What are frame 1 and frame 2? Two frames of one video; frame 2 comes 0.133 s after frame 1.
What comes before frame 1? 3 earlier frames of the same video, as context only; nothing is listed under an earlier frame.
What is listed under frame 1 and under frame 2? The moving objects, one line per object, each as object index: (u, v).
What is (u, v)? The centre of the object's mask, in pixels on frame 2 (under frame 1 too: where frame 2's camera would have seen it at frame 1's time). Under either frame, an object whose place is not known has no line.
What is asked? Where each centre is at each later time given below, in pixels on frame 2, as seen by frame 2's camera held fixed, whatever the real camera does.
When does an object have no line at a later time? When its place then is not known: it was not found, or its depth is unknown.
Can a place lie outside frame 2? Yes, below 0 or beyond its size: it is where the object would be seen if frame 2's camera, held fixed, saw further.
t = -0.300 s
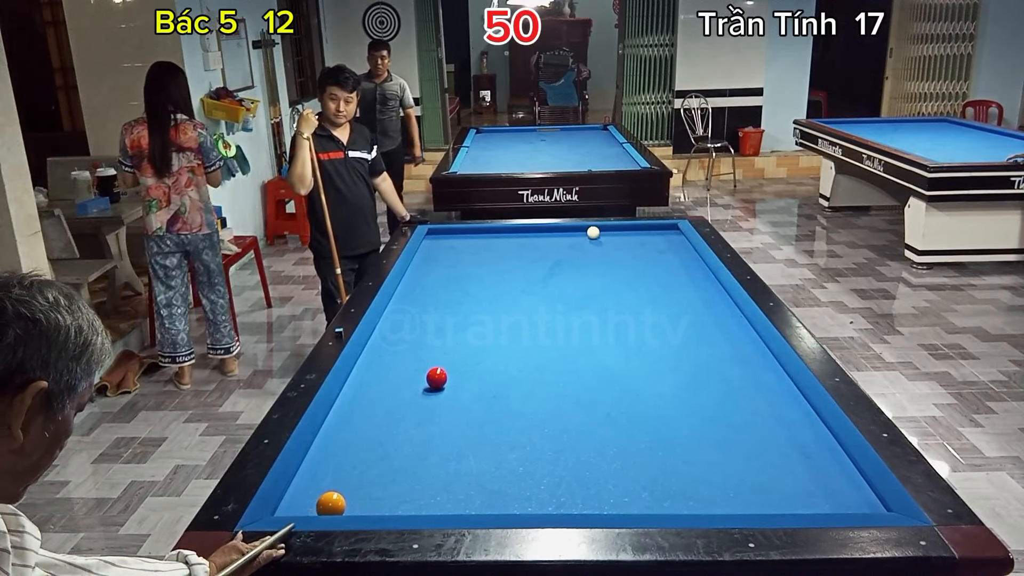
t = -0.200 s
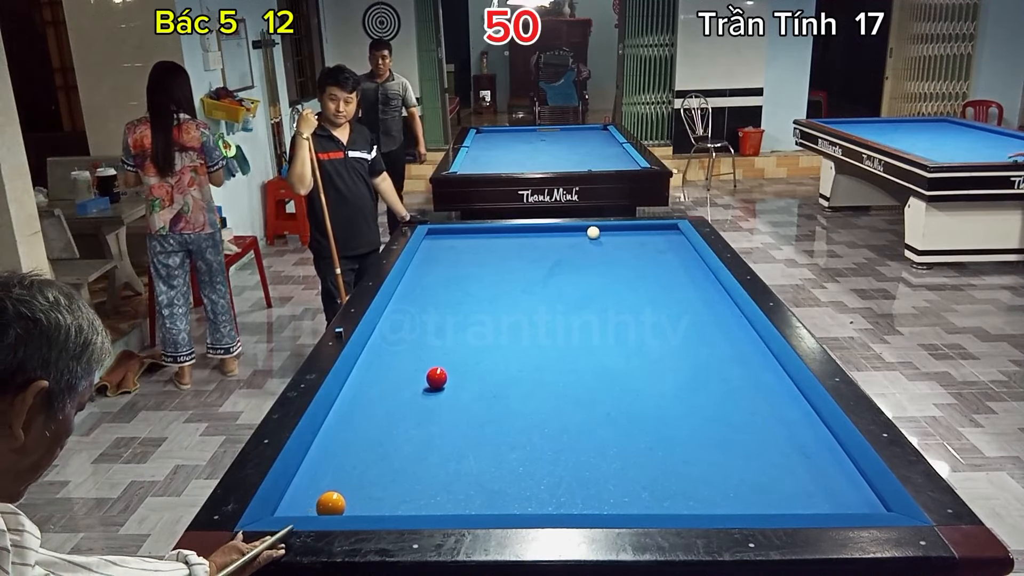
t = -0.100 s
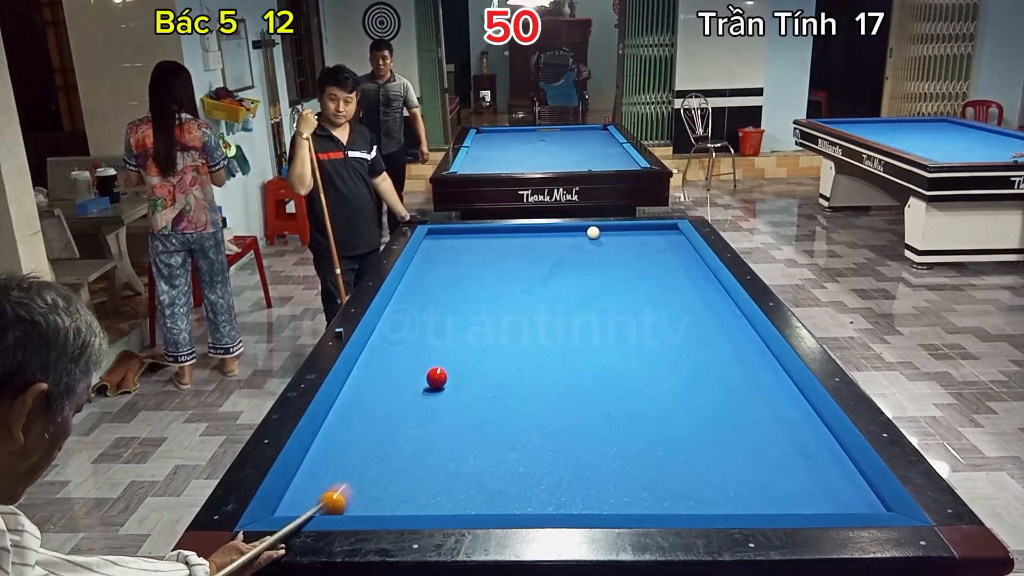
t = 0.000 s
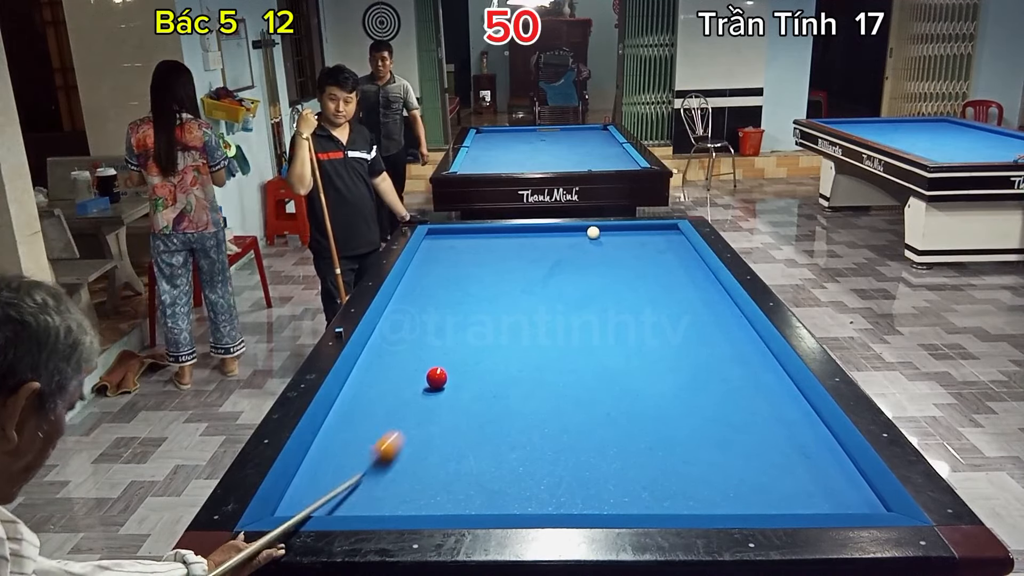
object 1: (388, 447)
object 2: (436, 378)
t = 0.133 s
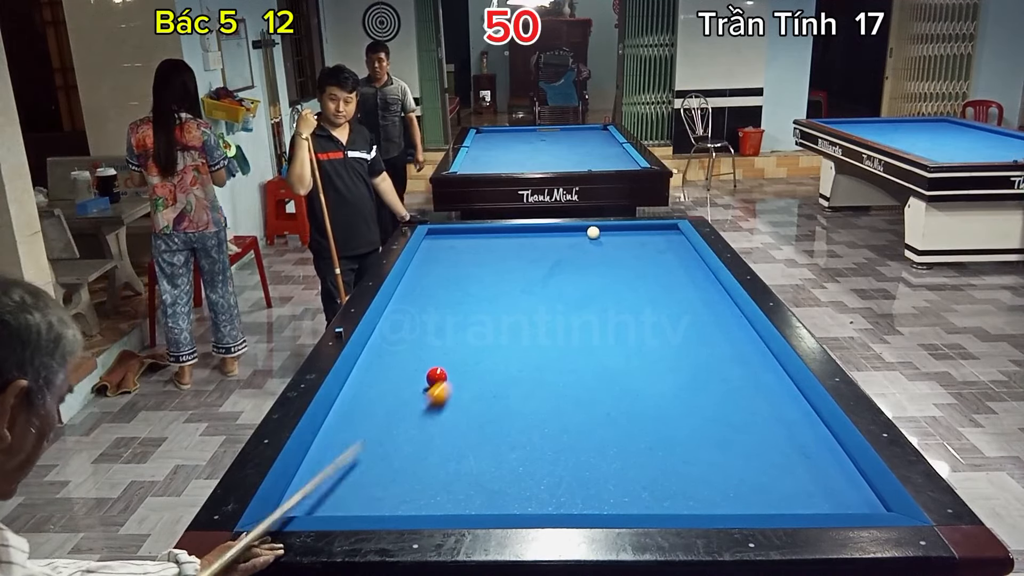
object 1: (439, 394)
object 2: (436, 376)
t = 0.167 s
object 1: (450, 383)
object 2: (434, 376)
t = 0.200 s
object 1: (466, 377)
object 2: (430, 374)
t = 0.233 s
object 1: (482, 370)
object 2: (424, 371)
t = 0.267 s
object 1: (497, 363)
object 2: (419, 368)
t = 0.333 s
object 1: (524, 350)
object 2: (409, 363)
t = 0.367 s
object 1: (536, 344)
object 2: (405, 361)
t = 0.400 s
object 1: (548, 338)
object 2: (401, 358)
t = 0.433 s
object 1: (559, 332)
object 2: (396, 356)
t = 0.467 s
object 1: (571, 327)
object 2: (392, 354)
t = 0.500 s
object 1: (582, 321)
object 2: (388, 351)
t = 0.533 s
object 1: (592, 316)
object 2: (384, 349)
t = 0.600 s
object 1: (612, 307)
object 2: (376, 344)
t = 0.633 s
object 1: (621, 302)
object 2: (377, 342)
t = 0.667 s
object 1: (630, 298)
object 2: (381, 341)
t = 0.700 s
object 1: (639, 293)
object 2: (384, 339)
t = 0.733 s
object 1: (648, 289)
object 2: (388, 338)
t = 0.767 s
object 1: (656, 285)
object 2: (391, 336)
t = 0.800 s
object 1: (664, 281)
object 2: (395, 335)
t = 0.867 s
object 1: (680, 273)
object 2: (401, 332)
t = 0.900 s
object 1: (688, 269)
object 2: (404, 330)
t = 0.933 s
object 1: (695, 265)
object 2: (408, 329)
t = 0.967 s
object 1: (697, 263)
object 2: (411, 328)
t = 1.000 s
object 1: (688, 260)
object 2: (414, 326)
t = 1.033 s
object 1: (680, 258)
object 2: (417, 325)
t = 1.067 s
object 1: (672, 256)
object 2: (420, 323)
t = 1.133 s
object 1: (659, 251)
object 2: (426, 321)
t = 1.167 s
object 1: (653, 249)
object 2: (429, 319)
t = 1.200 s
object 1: (647, 247)
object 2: (432, 318)
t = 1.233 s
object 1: (642, 245)
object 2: (435, 317)
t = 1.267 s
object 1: (636, 243)
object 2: (438, 315)
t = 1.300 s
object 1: (630, 241)
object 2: (440, 314)
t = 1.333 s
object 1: (625, 239)
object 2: (443, 313)
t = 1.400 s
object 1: (615, 235)
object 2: (449, 310)
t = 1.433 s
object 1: (610, 233)
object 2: (452, 309)
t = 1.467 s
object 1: (605, 231)
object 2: (454, 308)
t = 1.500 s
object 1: (602, 230)
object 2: (457, 307)
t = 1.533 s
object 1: (599, 227)
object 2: (459, 306)
